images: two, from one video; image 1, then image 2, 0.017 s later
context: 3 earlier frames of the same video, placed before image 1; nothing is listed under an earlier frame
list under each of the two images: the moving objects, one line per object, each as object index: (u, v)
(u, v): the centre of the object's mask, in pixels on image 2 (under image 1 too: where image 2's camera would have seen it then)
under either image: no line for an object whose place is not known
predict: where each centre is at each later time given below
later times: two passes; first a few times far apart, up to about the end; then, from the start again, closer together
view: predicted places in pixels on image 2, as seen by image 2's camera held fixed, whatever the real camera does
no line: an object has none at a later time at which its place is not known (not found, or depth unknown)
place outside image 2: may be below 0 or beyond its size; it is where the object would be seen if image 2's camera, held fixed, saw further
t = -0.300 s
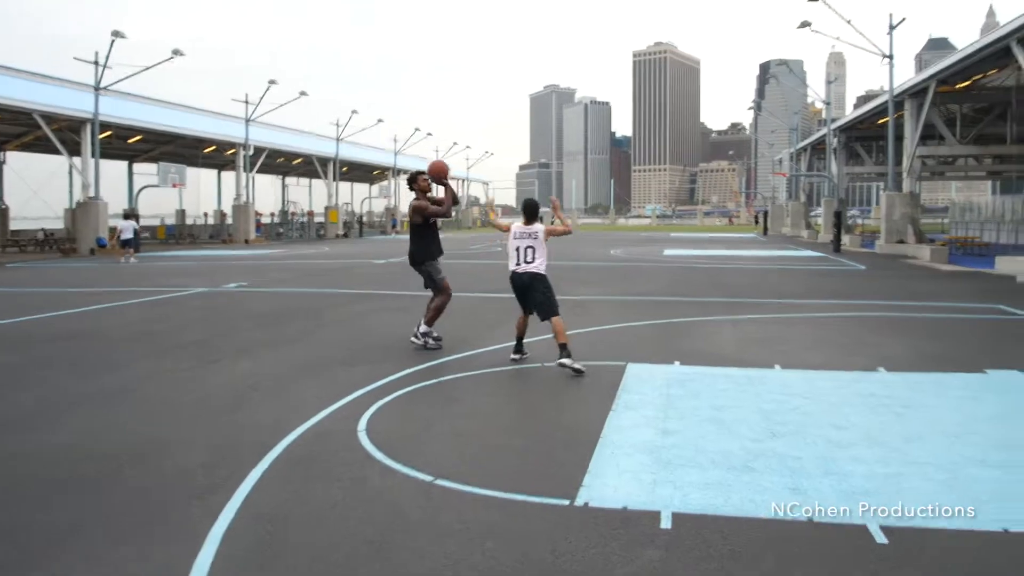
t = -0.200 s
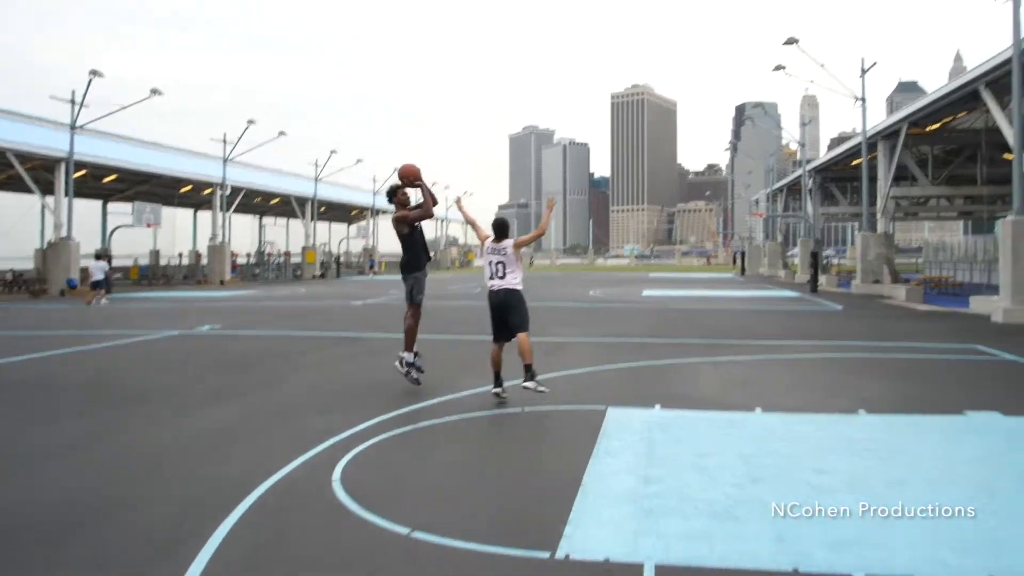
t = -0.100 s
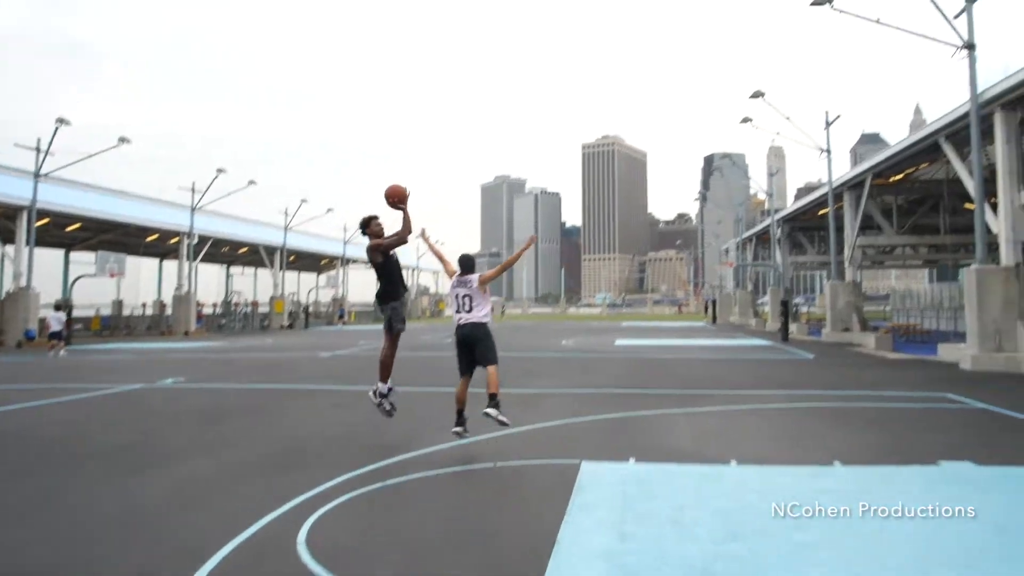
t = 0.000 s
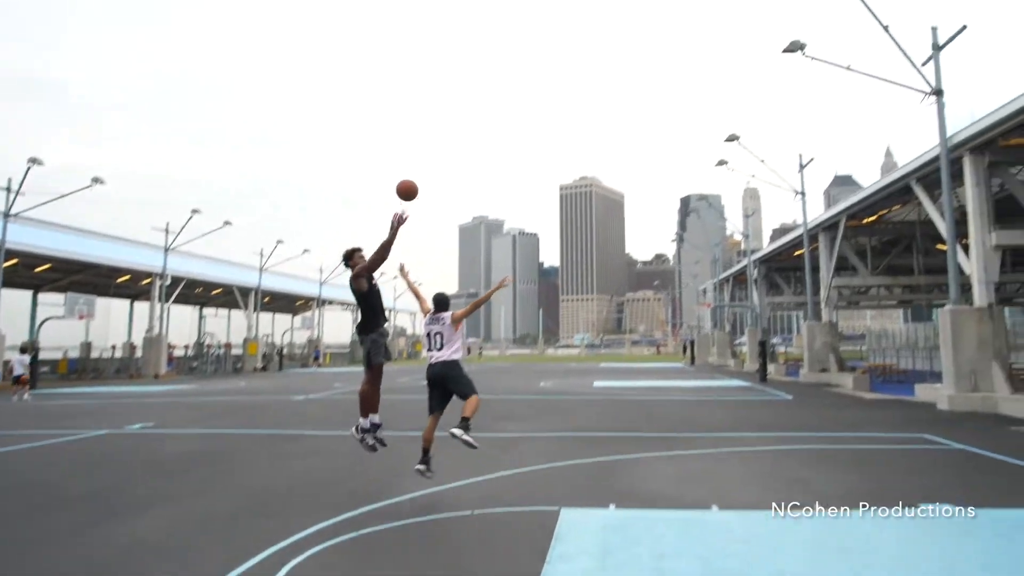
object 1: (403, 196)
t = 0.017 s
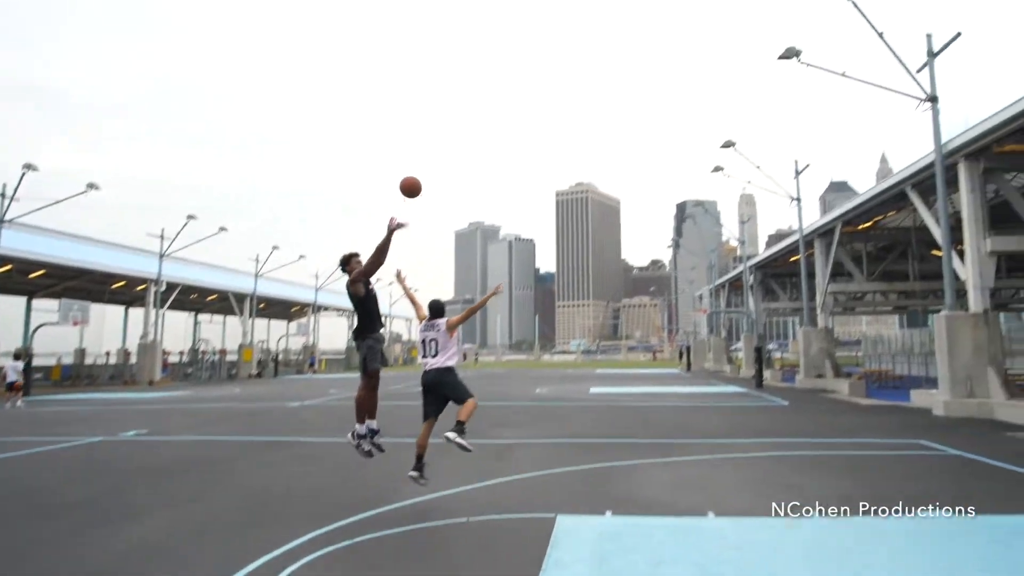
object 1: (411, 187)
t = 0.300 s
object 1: (545, 65)
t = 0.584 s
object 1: (697, 4)
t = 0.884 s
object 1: (886, 28)
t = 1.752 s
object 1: (904, 225)
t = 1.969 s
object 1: (870, 320)
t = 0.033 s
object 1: (418, 178)
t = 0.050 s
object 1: (426, 170)
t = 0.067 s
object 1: (434, 161)
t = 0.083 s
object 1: (442, 153)
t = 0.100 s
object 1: (450, 145)
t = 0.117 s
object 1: (458, 137)
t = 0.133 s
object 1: (465, 130)
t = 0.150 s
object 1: (473, 122)
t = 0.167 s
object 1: (481, 115)
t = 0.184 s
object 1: (489, 108)
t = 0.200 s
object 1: (497, 102)
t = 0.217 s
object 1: (504, 95)
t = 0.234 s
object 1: (513, 89)
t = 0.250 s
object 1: (521, 82)
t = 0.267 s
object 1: (529, 77)
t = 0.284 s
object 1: (537, 70)
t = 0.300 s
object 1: (545, 65)
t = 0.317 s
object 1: (554, 59)
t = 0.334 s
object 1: (562, 54)
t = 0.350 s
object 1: (571, 49)
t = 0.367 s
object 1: (579, 44)
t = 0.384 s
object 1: (588, 39)
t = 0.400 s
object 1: (596, 35)
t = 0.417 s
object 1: (605, 31)
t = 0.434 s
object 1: (614, 27)
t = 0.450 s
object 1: (623, 24)
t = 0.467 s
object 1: (632, 21)
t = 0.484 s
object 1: (641, 17)
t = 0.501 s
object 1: (650, 14)
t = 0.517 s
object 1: (659, 12)
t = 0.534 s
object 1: (668, 9)
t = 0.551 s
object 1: (678, 7)
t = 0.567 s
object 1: (687, 5)
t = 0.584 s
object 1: (697, 4)
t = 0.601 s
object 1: (706, 2)
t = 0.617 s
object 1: (716, 1)
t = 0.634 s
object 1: (726, 1)
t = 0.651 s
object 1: (736, 0)
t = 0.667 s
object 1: (745, 0)
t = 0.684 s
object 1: (756, 0)
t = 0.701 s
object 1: (766, 1)
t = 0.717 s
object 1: (776, 2)
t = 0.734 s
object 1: (787, 3)
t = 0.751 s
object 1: (797, 4)
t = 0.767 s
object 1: (808, 6)
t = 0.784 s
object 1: (818, 8)
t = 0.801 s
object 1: (829, 10)
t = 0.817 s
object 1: (840, 13)
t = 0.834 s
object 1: (852, 16)
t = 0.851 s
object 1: (862, 20)
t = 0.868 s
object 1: (874, 24)
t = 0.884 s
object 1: (886, 28)
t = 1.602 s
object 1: (928, 174)
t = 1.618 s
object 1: (926, 179)
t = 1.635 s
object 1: (923, 184)
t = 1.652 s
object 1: (918, 188)
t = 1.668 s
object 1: (916, 194)
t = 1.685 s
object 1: (913, 199)
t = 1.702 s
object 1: (910, 206)
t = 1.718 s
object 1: (906, 212)
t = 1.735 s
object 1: (904, 219)
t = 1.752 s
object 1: (904, 225)
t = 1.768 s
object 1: (901, 231)
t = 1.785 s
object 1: (898, 237)
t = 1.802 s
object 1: (894, 244)
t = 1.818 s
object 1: (892, 251)
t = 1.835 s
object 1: (889, 258)
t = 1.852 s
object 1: (887, 265)
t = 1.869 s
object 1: (885, 272)
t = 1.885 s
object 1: (882, 280)
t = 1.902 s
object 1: (879, 288)
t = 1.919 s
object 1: (877, 297)
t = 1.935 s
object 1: (874, 304)
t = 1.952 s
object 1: (872, 312)
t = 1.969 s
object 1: (870, 320)
